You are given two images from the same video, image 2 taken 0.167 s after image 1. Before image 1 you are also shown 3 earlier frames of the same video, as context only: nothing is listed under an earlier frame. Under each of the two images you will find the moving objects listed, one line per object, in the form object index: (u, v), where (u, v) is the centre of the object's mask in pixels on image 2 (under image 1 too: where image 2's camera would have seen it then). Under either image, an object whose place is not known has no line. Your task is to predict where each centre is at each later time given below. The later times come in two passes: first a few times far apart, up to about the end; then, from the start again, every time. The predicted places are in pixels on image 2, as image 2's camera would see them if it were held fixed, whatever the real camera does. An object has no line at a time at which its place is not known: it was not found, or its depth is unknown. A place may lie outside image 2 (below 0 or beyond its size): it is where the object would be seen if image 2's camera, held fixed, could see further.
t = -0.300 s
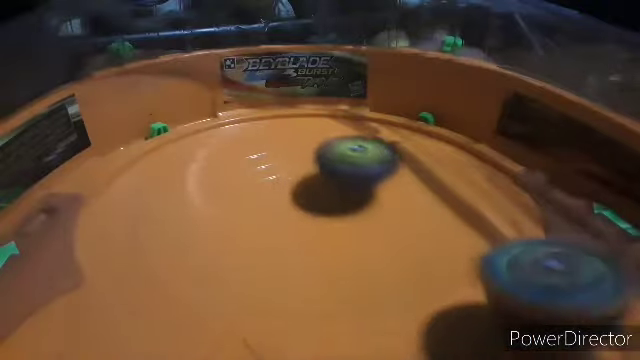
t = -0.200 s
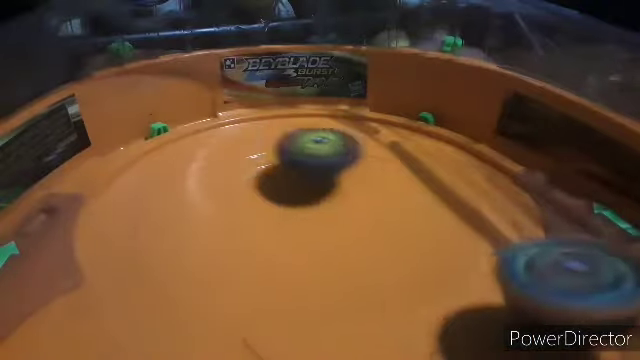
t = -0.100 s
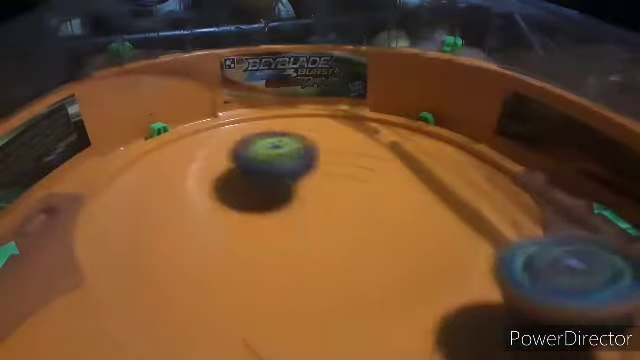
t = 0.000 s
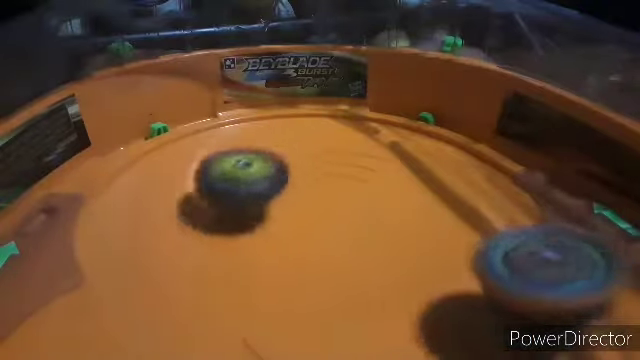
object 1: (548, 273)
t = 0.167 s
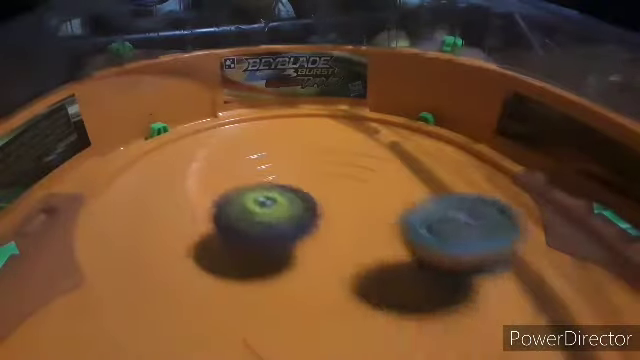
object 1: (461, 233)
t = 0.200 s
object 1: (444, 223)
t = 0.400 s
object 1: (425, 196)
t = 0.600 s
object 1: (397, 178)
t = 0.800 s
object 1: (364, 162)
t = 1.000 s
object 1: (353, 154)
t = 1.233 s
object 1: (389, 98)
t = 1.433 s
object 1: (379, 123)
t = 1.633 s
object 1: (330, 141)
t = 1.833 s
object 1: (265, 93)
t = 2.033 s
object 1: (244, 118)
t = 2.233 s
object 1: (225, 144)
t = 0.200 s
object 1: (444, 223)
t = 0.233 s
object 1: (423, 217)
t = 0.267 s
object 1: (418, 211)
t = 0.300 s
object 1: (424, 207)
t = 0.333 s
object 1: (426, 202)
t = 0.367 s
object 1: (426, 199)
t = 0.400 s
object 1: (425, 196)
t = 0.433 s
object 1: (422, 193)
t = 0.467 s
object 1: (418, 190)
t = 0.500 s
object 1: (414, 187)
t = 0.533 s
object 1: (409, 184)
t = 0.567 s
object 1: (403, 181)
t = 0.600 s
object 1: (397, 178)
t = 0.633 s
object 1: (391, 176)
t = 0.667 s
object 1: (386, 172)
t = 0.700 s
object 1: (380, 170)
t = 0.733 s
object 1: (374, 166)
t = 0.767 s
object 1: (369, 164)
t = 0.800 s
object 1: (364, 162)
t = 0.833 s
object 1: (361, 160)
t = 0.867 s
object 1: (359, 159)
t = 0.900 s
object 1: (359, 157)
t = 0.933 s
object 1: (357, 156)
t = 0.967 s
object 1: (356, 155)
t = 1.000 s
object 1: (353, 154)
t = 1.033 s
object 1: (350, 154)
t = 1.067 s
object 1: (346, 153)
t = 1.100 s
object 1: (354, 138)
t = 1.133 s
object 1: (366, 121)
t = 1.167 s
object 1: (376, 110)
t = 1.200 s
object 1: (381, 104)
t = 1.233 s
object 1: (389, 98)
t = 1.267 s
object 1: (390, 100)
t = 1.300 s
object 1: (391, 105)
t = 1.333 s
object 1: (388, 109)
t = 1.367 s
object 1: (386, 114)
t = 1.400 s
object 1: (382, 117)
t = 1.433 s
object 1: (379, 123)
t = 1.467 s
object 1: (375, 128)
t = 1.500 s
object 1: (369, 133)
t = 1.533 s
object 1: (362, 138)
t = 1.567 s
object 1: (354, 143)
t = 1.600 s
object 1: (344, 146)
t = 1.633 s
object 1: (330, 141)
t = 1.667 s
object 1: (313, 129)
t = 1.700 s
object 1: (299, 117)
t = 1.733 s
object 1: (290, 106)
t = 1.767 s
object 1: (282, 101)
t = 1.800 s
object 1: (274, 96)
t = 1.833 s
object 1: (265, 93)
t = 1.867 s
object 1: (260, 94)
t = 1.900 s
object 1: (257, 97)
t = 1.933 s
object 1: (254, 102)
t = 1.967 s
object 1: (250, 108)
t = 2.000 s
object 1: (247, 110)
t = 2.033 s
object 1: (244, 118)
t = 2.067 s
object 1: (243, 123)
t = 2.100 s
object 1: (243, 130)
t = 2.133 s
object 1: (242, 137)
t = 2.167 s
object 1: (239, 143)
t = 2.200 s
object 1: (236, 148)
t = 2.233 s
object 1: (225, 144)
